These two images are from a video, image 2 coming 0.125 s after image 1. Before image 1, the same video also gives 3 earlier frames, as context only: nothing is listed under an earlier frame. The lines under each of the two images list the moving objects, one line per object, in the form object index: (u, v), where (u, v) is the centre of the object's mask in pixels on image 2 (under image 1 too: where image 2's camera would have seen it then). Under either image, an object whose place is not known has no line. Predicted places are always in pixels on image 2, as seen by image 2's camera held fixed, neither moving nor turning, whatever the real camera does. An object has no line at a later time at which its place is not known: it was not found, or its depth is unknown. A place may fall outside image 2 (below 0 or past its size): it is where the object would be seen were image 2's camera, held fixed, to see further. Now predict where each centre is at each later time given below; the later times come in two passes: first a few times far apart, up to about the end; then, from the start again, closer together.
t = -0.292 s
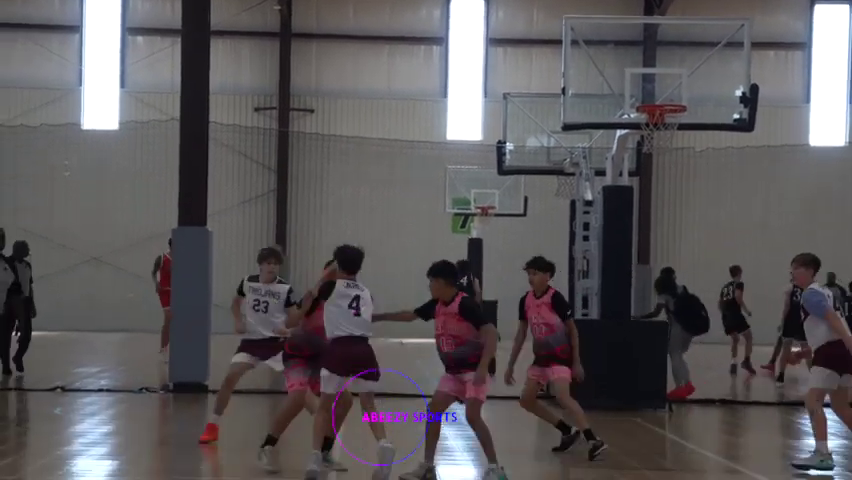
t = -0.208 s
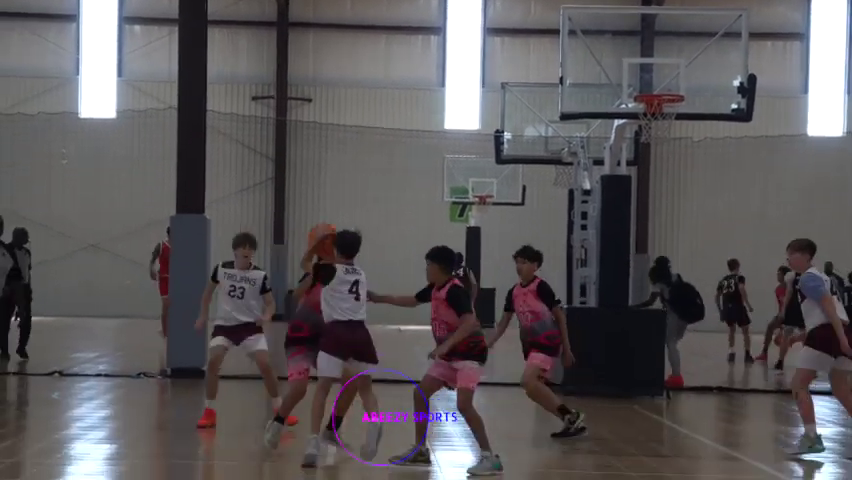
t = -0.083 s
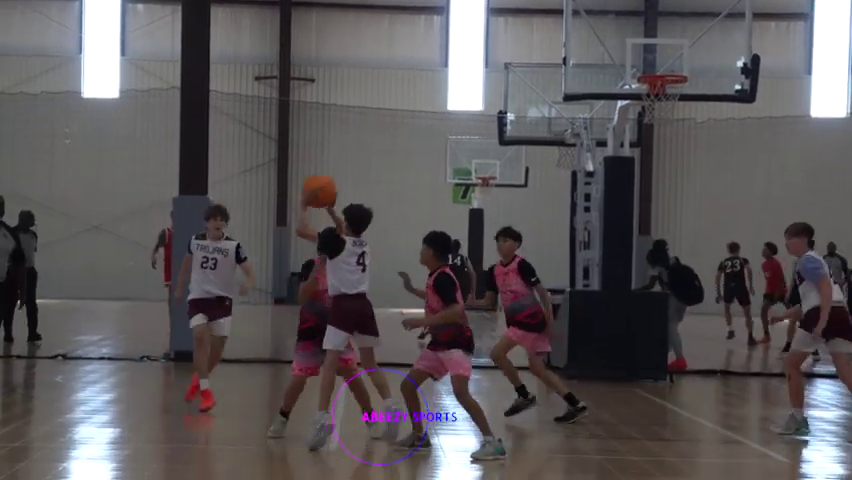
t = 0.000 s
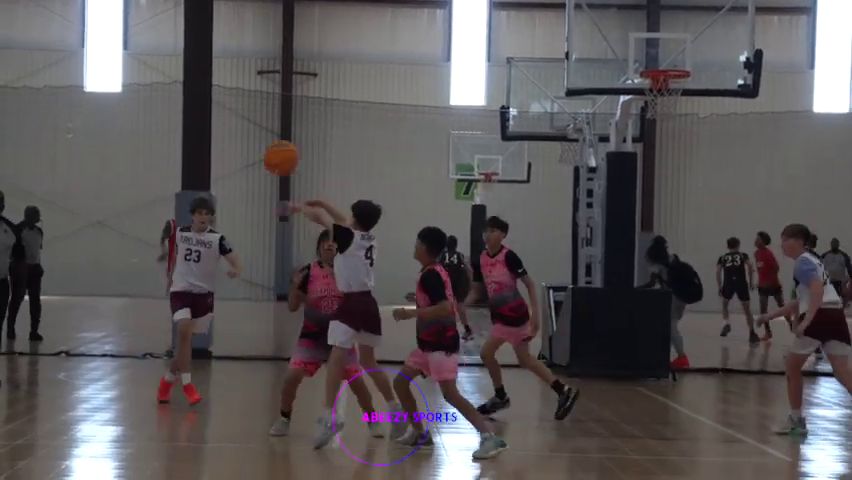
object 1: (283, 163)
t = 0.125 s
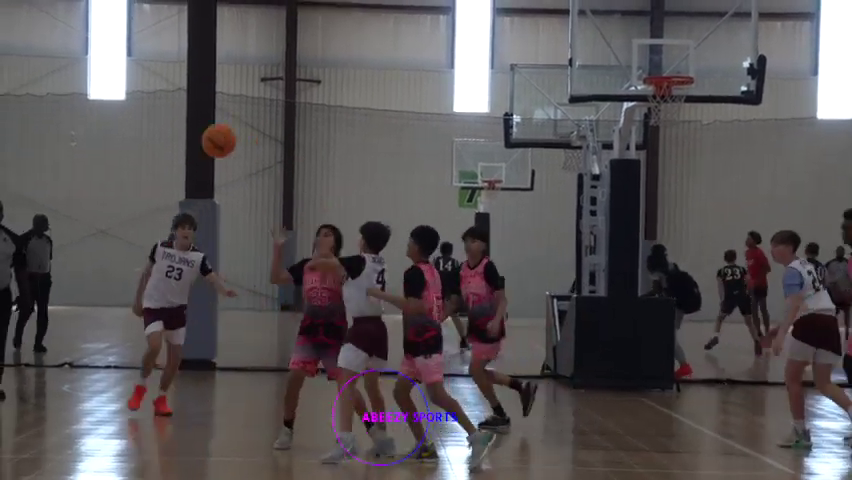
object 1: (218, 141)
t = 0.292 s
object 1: (135, 140)
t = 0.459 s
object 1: (54, 178)
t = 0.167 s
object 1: (199, 141)
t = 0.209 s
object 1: (178, 140)
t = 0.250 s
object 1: (156, 138)
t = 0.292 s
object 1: (135, 140)
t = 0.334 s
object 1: (114, 147)
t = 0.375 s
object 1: (94, 155)
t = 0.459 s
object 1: (54, 178)
